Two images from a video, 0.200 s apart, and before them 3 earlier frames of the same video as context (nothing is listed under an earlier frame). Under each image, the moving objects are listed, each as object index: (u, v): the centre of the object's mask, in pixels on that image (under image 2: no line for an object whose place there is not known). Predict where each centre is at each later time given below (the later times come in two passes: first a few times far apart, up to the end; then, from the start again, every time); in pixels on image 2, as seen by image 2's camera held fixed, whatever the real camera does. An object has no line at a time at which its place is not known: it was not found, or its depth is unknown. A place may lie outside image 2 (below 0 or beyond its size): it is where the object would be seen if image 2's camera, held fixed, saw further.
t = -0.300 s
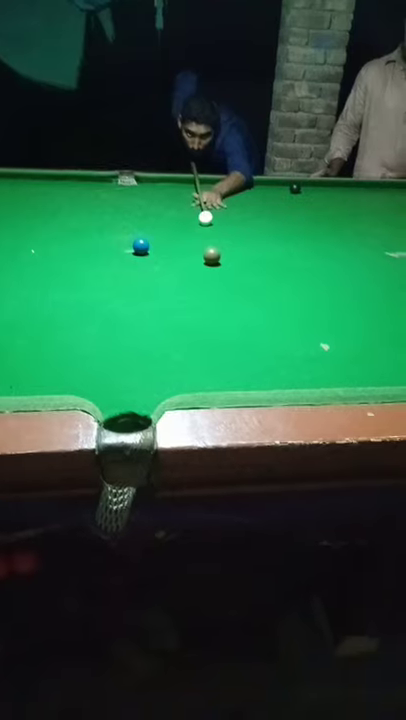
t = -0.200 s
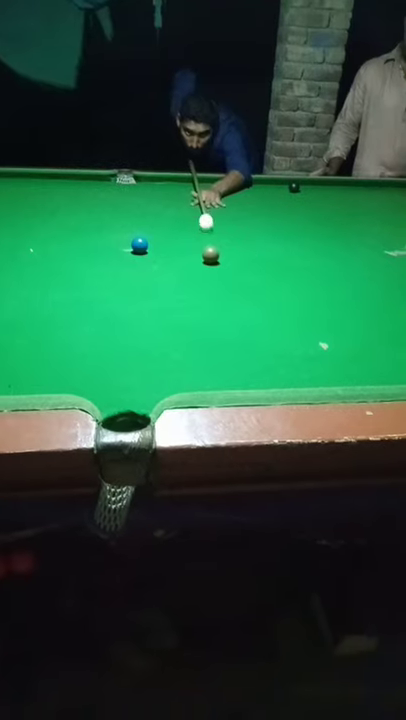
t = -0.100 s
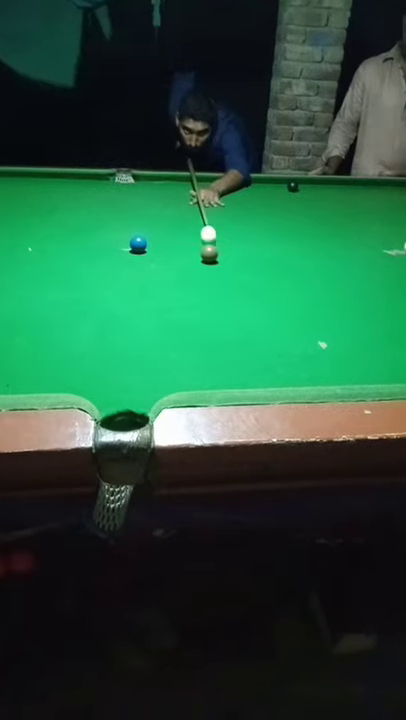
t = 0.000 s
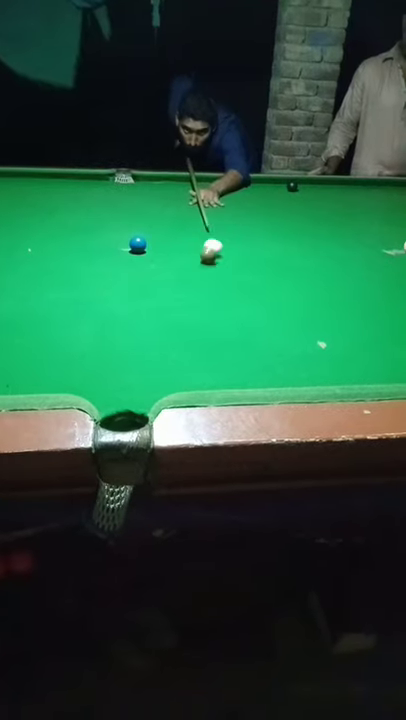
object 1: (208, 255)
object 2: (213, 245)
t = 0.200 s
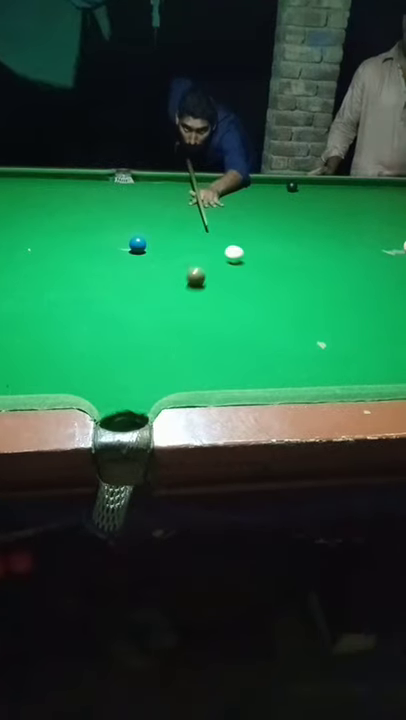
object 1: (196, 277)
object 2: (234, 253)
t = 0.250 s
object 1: (193, 281)
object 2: (239, 254)
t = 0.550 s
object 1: (172, 315)
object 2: (269, 266)
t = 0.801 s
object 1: (151, 349)
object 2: (292, 274)
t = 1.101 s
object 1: (119, 398)
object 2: (318, 283)
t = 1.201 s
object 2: (325, 285)
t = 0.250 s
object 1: (193, 281)
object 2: (239, 254)
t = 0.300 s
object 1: (190, 287)
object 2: (244, 256)
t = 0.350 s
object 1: (186, 292)
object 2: (249, 258)
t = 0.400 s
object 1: (183, 298)
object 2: (254, 260)
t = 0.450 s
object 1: (180, 303)
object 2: (259, 262)
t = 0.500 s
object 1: (176, 310)
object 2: (264, 264)
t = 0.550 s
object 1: (172, 315)
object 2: (269, 266)
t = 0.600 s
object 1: (168, 321)
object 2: (274, 267)
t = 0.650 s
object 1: (165, 328)
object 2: (279, 269)
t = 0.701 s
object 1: (160, 334)
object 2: (283, 269)
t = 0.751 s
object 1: (156, 341)
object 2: (288, 272)
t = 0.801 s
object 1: (151, 349)
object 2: (292, 274)
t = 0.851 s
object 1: (147, 357)
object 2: (296, 275)
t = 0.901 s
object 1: (141, 365)
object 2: (301, 276)
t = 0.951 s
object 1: (136, 374)
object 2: (305, 278)
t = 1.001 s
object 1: (130, 382)
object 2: (309, 280)
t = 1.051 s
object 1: (124, 390)
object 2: (314, 281)
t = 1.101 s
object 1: (119, 398)
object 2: (318, 283)
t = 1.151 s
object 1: (112, 408)
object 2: (322, 284)
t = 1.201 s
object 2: (325, 285)
